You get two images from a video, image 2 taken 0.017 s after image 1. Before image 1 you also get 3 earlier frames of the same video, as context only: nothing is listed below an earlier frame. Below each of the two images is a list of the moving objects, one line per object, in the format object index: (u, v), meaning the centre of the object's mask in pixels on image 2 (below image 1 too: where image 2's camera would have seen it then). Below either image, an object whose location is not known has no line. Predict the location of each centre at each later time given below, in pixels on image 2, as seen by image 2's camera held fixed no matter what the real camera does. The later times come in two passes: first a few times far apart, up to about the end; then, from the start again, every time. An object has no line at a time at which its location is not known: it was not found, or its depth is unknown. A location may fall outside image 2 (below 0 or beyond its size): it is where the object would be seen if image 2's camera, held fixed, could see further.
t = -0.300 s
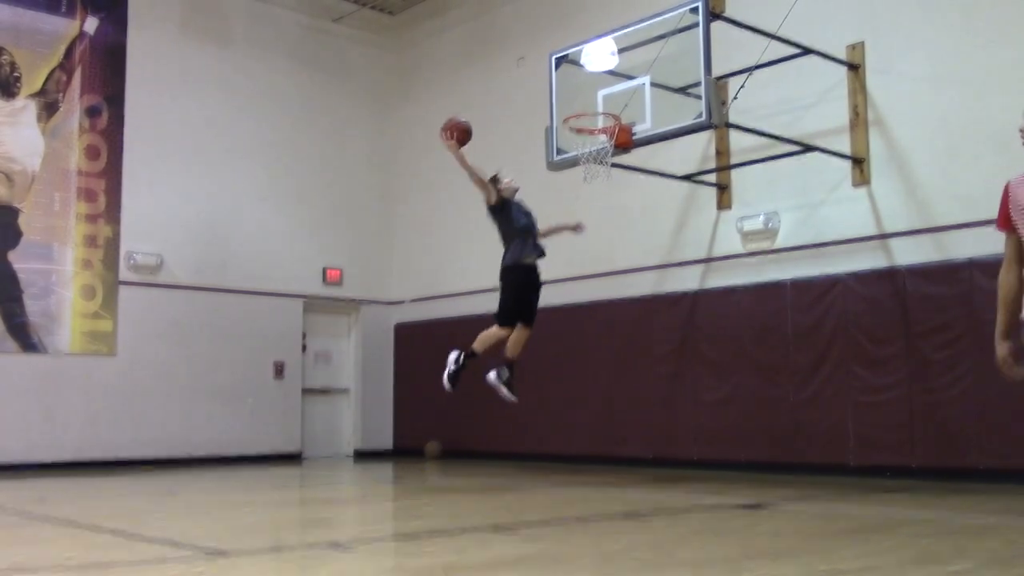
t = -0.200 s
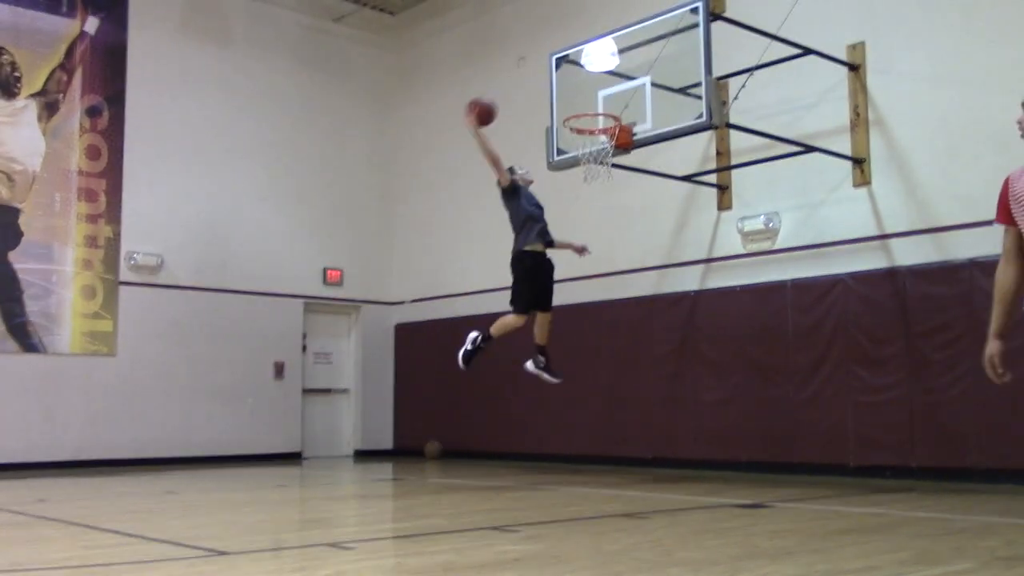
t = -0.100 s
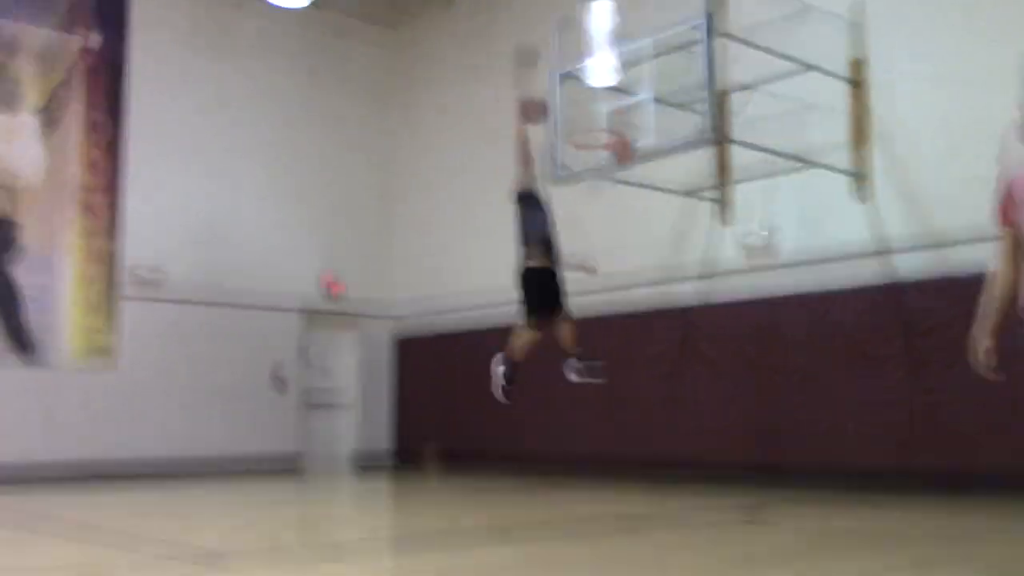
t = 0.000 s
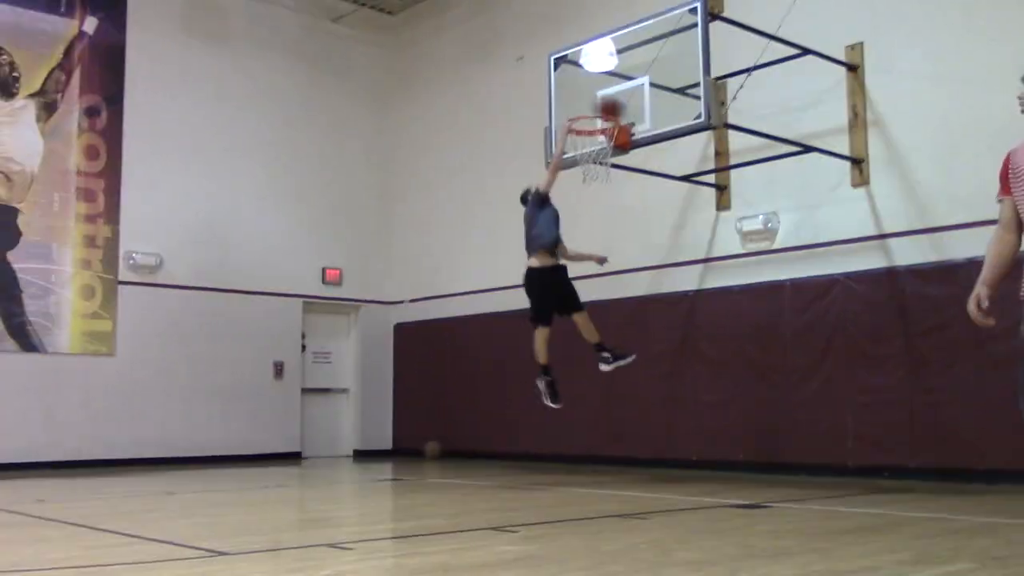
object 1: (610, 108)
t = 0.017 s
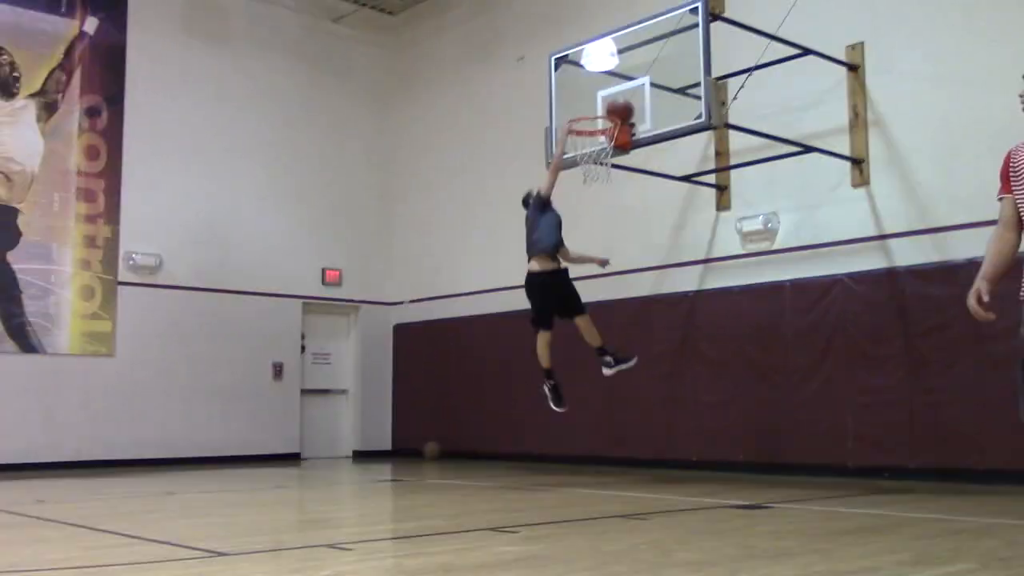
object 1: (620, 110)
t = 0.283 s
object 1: (546, 81)
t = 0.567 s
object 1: (456, 123)
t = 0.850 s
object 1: (346, 305)
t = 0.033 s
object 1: (616, 110)
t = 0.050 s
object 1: (611, 107)
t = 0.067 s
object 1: (607, 104)
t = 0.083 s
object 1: (602, 102)
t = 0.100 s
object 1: (597, 101)
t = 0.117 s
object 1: (592, 100)
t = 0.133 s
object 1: (587, 99)
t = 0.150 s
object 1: (583, 96)
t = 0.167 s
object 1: (579, 93)
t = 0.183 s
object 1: (574, 91)
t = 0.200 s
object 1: (570, 88)
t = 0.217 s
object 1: (566, 86)
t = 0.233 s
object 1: (561, 85)
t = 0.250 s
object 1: (556, 83)
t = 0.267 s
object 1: (551, 81)
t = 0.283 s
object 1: (546, 81)
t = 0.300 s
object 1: (540, 81)
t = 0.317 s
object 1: (536, 80)
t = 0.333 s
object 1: (531, 81)
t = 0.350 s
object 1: (526, 81)
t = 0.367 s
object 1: (522, 81)
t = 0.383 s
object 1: (516, 83)
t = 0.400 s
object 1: (512, 84)
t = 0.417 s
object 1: (506, 87)
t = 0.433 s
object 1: (501, 89)
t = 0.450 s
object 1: (496, 92)
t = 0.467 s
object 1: (490, 95)
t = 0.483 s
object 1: (485, 98)
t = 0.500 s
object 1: (479, 103)
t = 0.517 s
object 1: (473, 107)
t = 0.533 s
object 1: (469, 111)
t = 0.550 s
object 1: (462, 117)
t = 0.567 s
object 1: (456, 123)
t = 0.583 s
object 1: (451, 129)
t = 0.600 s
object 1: (444, 136)
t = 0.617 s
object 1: (438, 144)
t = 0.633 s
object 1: (432, 151)
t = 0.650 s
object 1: (426, 159)
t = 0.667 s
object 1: (420, 169)
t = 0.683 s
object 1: (413, 178)
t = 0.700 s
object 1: (407, 188)
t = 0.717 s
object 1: (401, 198)
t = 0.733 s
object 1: (394, 209)
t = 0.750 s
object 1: (388, 221)
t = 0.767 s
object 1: (381, 234)
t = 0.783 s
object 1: (374, 246)
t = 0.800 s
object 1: (367, 260)
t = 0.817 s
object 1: (361, 273)
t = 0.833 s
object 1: (354, 288)
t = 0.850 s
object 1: (346, 305)
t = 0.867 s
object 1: (338, 322)
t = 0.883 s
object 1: (331, 339)
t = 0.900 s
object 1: (324, 356)
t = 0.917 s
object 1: (315, 378)
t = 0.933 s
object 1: (308, 397)
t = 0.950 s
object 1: (300, 417)
